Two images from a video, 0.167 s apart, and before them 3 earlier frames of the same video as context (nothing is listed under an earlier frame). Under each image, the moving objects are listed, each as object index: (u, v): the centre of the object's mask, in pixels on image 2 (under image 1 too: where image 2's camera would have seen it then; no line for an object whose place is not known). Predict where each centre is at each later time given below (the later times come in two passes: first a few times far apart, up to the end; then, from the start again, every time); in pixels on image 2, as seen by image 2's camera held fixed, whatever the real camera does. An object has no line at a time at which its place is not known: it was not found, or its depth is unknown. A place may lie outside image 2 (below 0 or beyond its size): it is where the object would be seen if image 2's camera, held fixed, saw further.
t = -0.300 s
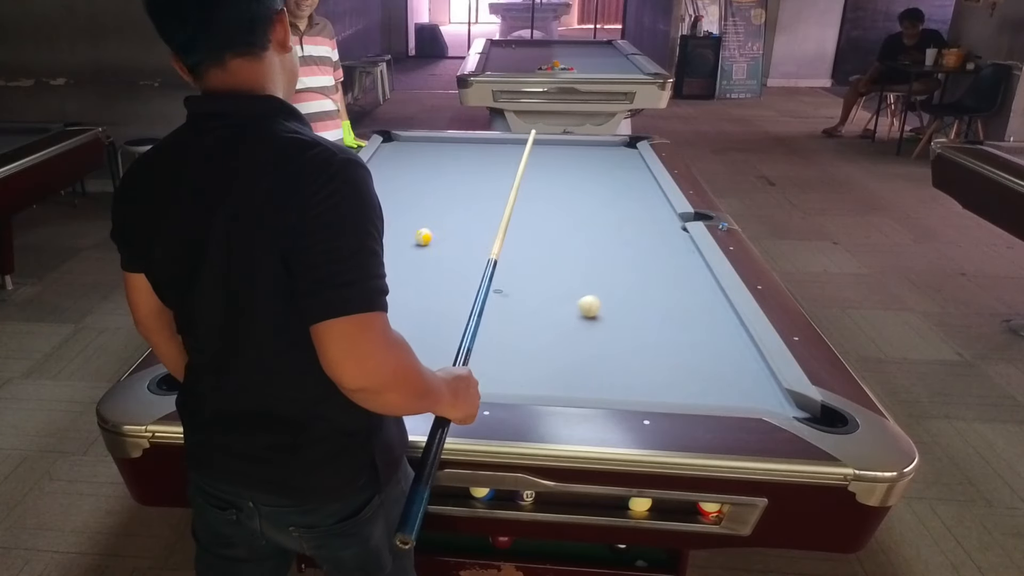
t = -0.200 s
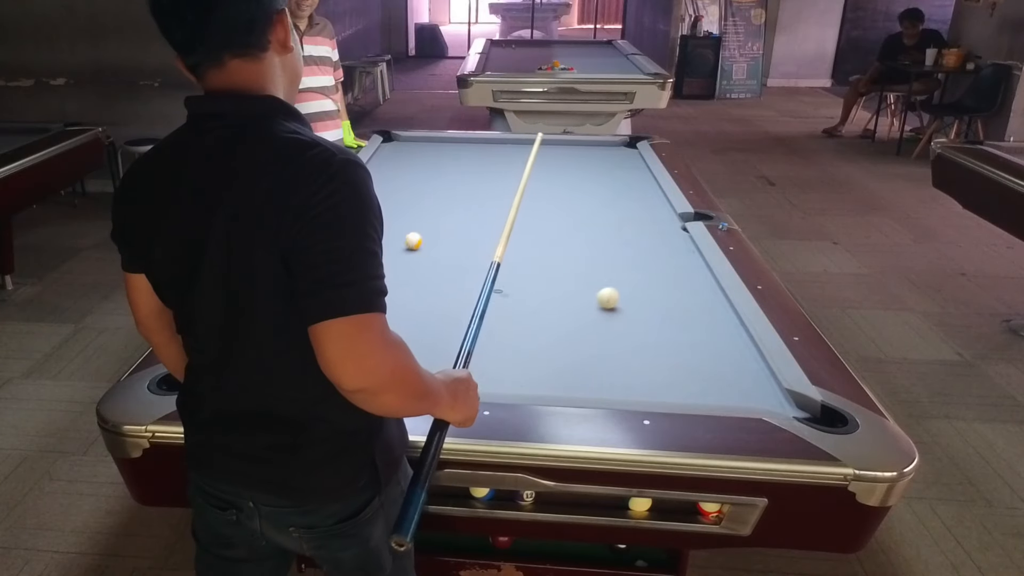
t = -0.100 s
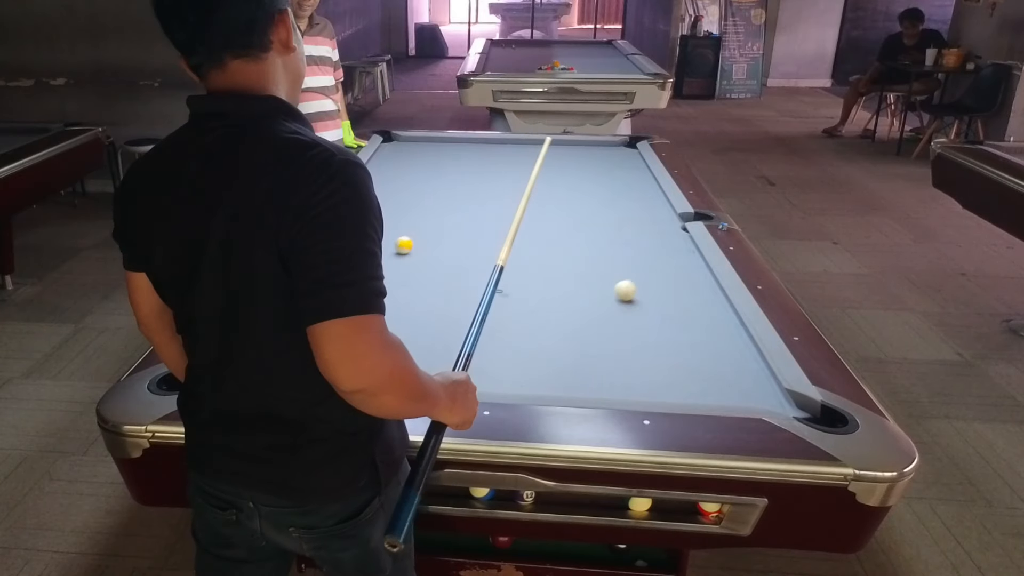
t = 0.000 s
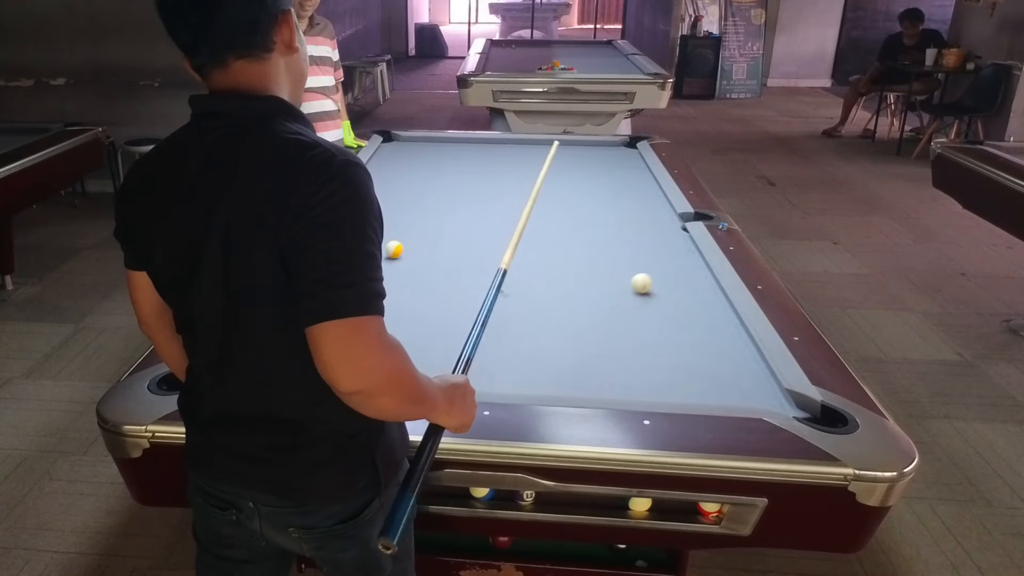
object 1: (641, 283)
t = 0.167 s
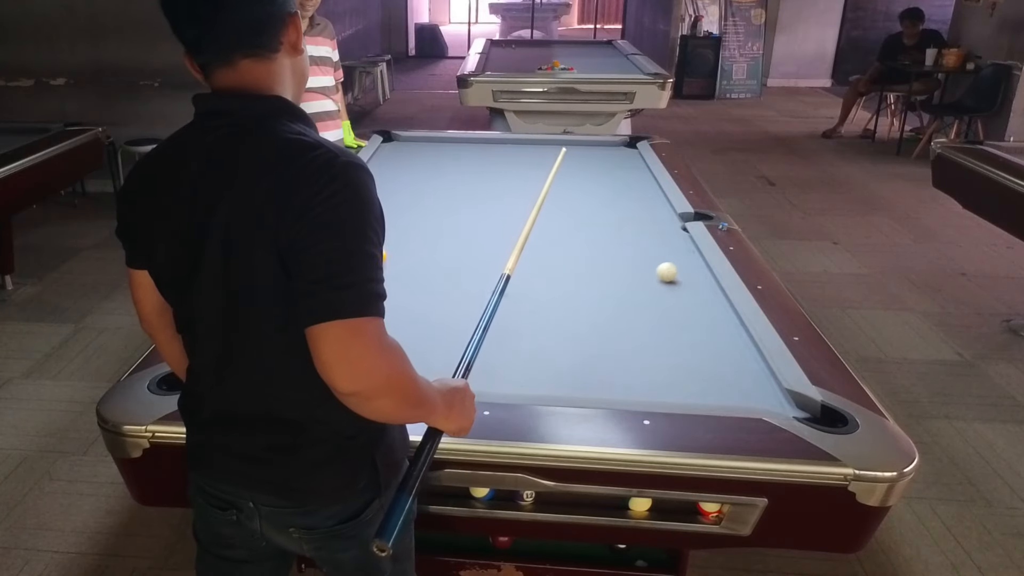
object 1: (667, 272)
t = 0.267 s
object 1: (681, 266)
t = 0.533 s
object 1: (677, 252)
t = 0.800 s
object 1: (648, 241)
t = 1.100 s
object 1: (620, 231)
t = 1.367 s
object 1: (598, 222)
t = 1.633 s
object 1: (579, 215)
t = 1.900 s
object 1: (563, 208)
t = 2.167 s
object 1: (548, 202)
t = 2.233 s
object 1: (544, 201)
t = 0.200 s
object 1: (672, 270)
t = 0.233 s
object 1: (676, 268)
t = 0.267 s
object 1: (681, 266)
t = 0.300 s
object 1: (685, 264)
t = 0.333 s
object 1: (690, 262)
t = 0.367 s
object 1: (694, 260)
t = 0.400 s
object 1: (693, 258)
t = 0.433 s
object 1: (689, 257)
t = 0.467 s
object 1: (685, 255)
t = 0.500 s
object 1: (681, 254)
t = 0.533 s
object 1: (677, 252)
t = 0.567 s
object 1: (673, 251)
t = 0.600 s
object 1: (670, 249)
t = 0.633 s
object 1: (666, 248)
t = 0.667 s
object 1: (662, 247)
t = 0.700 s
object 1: (659, 245)
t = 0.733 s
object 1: (655, 244)
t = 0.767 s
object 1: (652, 242)
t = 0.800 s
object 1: (648, 241)
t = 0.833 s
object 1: (645, 240)
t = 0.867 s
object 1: (642, 239)
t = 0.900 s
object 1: (639, 237)
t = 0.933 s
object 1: (635, 236)
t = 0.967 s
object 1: (632, 235)
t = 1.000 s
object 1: (629, 234)
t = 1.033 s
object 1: (626, 233)
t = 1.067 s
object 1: (623, 232)
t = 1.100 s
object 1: (620, 231)
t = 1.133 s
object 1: (617, 229)
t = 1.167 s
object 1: (615, 228)
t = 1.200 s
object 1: (612, 227)
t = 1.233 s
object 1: (609, 226)
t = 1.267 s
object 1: (606, 225)
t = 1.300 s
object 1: (604, 224)
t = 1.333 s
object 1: (601, 223)
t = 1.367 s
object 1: (598, 222)
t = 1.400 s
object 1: (596, 221)
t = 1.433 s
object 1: (593, 220)
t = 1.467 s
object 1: (591, 219)
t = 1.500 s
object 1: (588, 218)
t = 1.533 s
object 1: (586, 217)
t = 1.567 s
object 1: (584, 216)
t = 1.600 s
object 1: (581, 215)
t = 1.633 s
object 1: (579, 215)
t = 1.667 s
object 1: (577, 214)
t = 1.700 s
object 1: (575, 213)
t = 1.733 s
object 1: (572, 212)
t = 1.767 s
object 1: (570, 211)
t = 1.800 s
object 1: (568, 211)
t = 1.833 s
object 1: (566, 210)
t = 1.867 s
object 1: (564, 209)
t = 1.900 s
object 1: (563, 208)
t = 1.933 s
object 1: (560, 207)
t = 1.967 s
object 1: (558, 207)
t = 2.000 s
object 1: (557, 206)
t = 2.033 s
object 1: (555, 205)
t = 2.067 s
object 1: (553, 205)
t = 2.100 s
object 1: (551, 204)
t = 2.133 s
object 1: (549, 203)
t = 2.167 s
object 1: (548, 202)
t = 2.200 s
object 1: (546, 202)
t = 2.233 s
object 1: (544, 201)
